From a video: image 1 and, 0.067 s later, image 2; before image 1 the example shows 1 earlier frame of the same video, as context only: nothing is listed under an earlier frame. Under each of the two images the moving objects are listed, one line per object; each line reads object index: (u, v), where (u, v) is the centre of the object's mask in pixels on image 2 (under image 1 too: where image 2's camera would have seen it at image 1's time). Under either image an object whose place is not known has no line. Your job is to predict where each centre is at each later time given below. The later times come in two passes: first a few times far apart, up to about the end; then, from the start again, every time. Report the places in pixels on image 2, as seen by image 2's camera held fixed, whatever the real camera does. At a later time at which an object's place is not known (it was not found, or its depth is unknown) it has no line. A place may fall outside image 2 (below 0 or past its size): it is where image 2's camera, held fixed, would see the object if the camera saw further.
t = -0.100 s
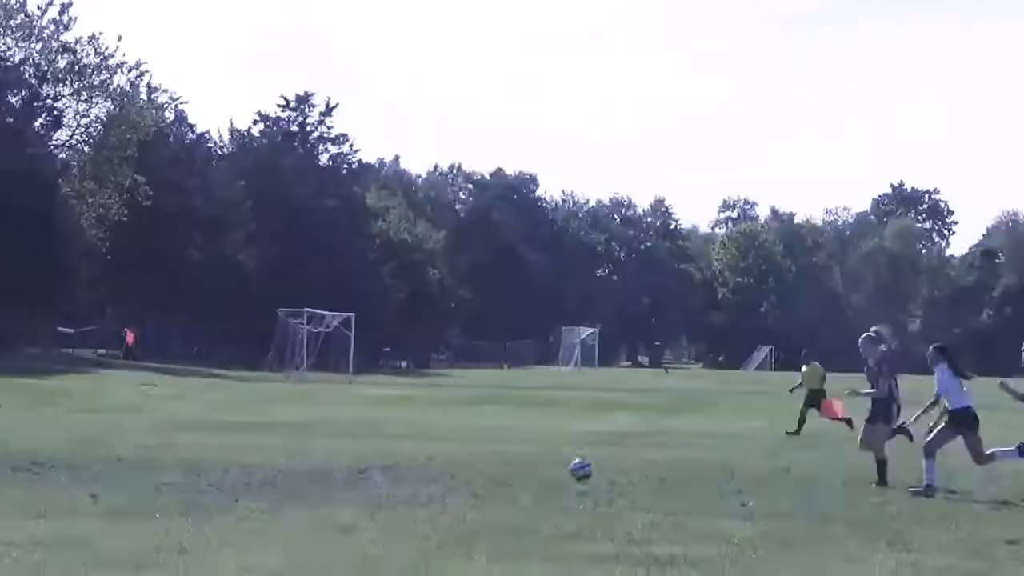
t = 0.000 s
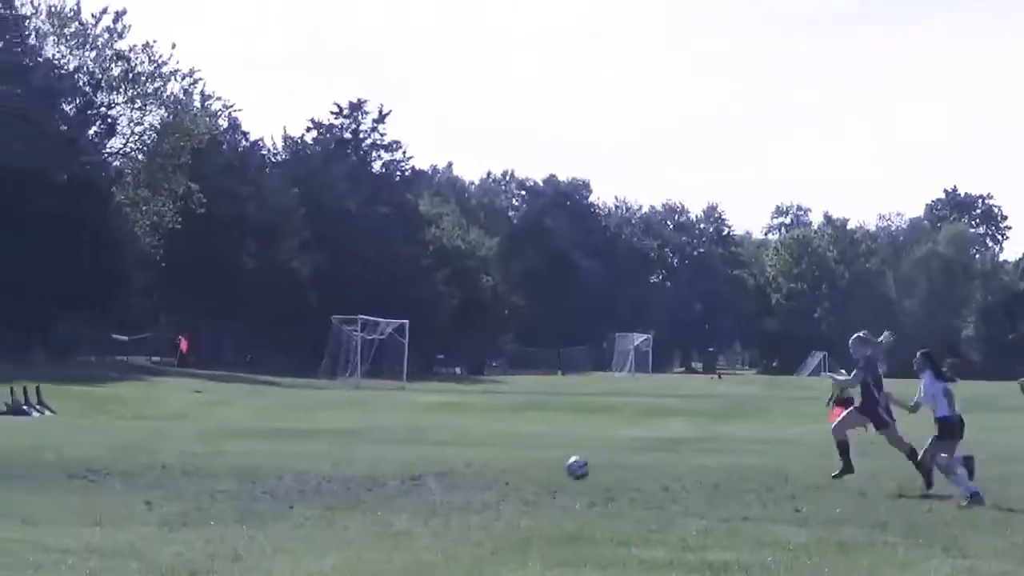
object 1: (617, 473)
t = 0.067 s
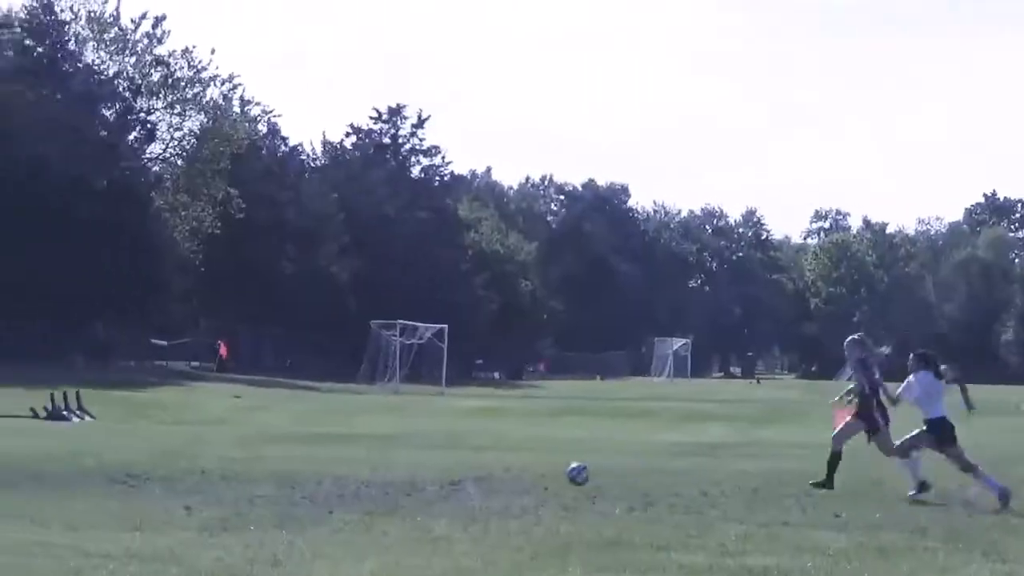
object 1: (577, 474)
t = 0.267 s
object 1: (466, 481)
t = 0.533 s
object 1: (328, 480)
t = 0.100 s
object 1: (559, 477)
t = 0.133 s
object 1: (540, 479)
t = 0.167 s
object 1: (521, 485)
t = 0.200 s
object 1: (502, 491)
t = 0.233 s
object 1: (485, 488)
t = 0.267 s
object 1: (466, 481)
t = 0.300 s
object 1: (449, 477)
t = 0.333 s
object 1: (432, 473)
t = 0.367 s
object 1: (415, 471)
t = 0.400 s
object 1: (397, 471)
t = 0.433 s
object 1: (381, 470)
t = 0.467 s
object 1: (363, 472)
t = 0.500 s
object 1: (346, 476)
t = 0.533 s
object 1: (328, 480)
